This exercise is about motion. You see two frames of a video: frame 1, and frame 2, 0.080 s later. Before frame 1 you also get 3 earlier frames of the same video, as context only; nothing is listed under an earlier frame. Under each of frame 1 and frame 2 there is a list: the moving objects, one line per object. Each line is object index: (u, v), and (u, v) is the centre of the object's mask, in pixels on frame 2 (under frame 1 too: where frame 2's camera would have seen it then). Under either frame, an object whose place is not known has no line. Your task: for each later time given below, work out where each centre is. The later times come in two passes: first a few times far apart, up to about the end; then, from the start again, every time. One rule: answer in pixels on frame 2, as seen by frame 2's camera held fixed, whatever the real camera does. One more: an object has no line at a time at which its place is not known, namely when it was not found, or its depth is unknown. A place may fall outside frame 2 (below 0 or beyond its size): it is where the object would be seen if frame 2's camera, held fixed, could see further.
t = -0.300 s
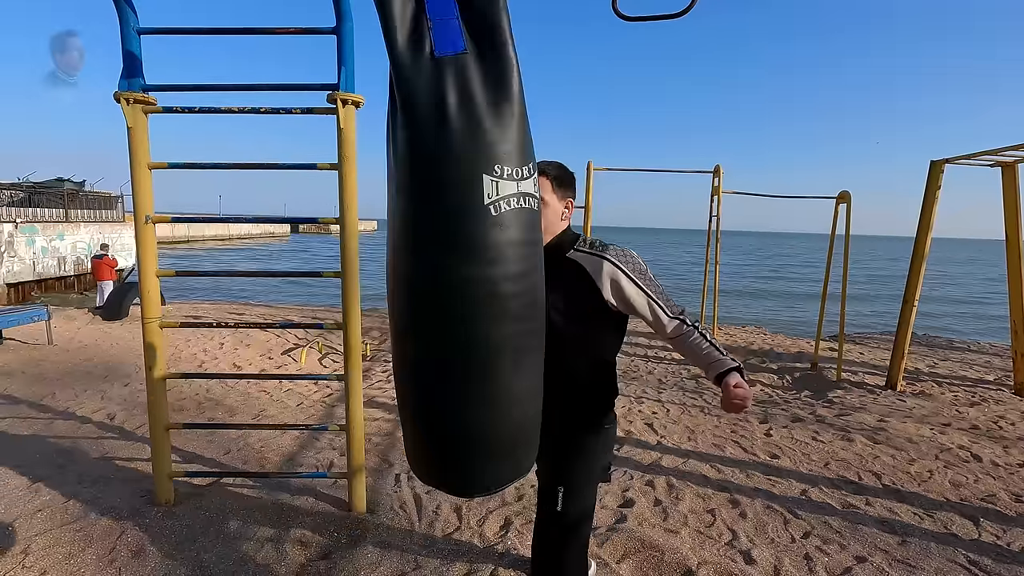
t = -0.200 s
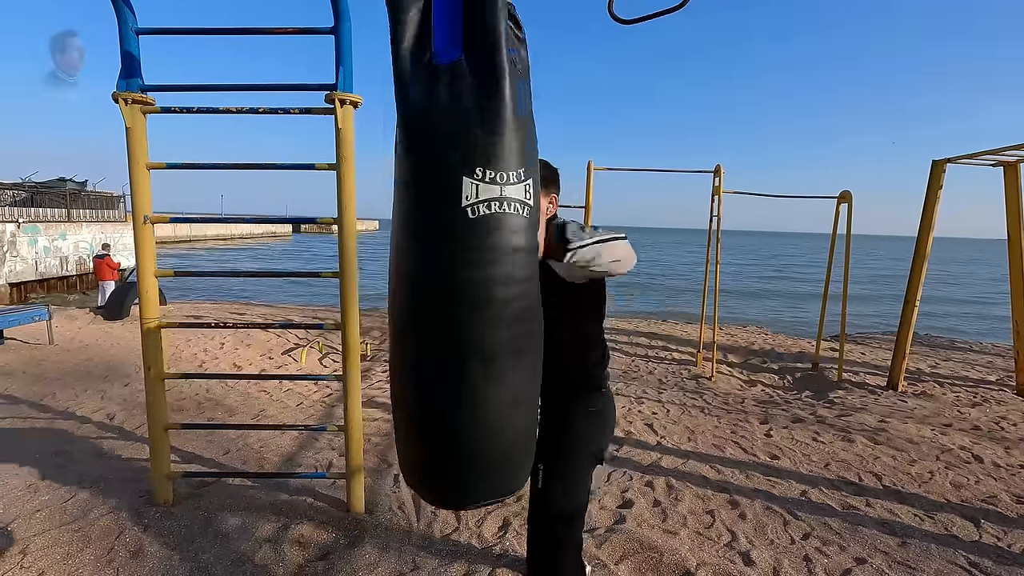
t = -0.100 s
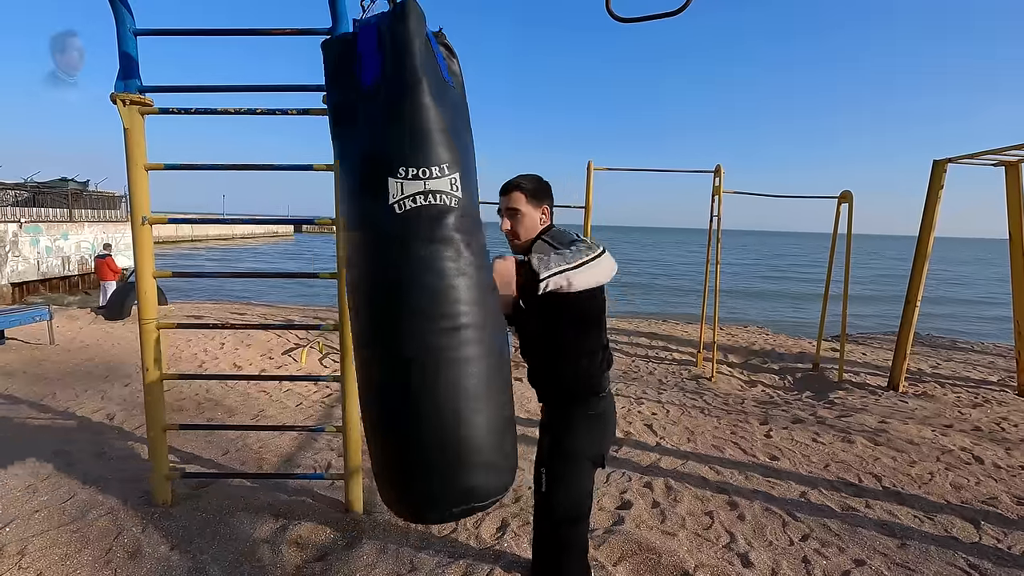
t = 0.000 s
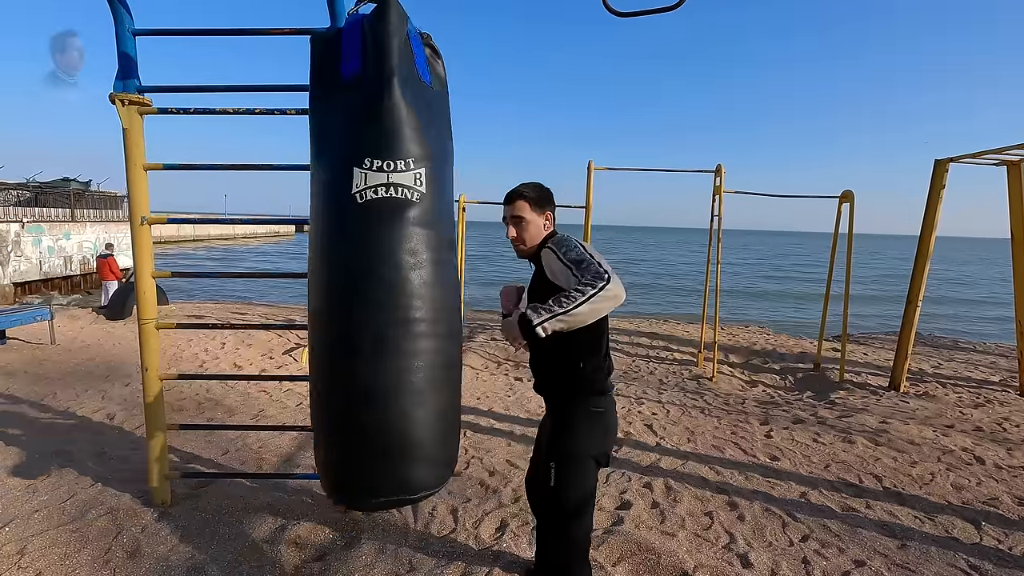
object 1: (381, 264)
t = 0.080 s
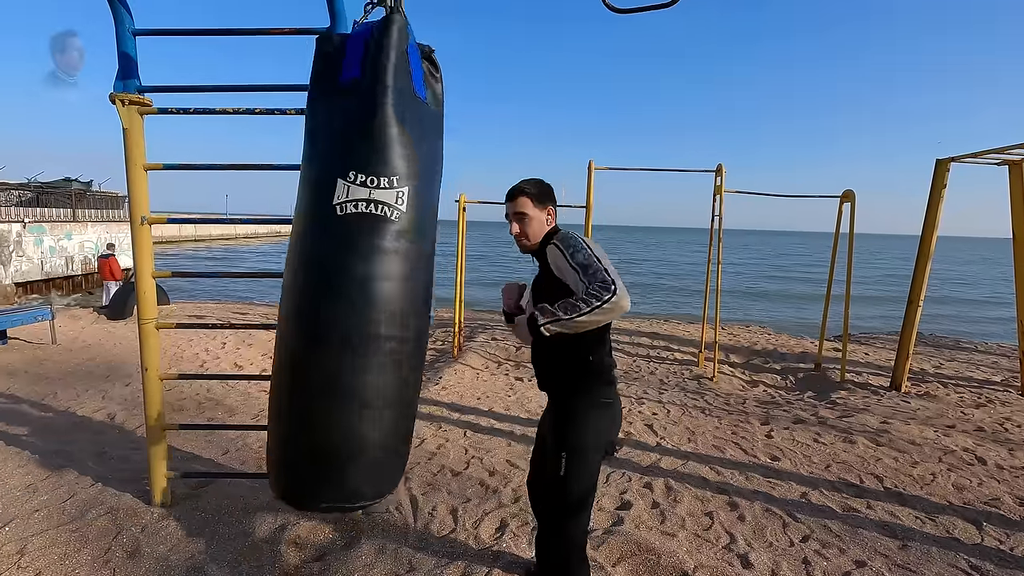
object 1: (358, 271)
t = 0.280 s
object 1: (304, 238)
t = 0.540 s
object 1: (282, 238)
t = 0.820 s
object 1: (302, 222)
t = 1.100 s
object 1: (357, 242)
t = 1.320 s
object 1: (408, 240)
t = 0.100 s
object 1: (352, 270)
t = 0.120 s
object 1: (346, 268)
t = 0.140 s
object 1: (341, 265)
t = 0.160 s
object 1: (336, 260)
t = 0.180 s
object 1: (330, 254)
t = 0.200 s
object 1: (325, 249)
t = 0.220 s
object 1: (319, 246)
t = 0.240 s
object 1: (314, 242)
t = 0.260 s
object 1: (308, 237)
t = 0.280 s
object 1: (304, 238)
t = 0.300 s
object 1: (299, 235)
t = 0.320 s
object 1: (295, 235)
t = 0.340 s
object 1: (292, 236)
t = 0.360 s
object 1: (289, 238)
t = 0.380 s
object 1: (288, 238)
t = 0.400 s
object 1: (286, 241)
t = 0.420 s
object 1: (285, 239)
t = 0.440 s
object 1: (284, 240)
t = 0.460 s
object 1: (283, 241)
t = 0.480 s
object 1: (283, 241)
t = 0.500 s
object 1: (282, 241)
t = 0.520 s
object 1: (282, 239)
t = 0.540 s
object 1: (282, 238)
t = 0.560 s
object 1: (281, 236)
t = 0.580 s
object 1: (281, 235)
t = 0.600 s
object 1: (282, 234)
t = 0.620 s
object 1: (282, 234)
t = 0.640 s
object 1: (283, 233)
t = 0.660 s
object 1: (285, 233)
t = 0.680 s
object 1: (286, 231)
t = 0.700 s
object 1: (288, 230)
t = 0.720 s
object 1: (290, 228)
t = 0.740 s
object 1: (292, 226)
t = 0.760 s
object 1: (294, 225)
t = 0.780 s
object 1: (297, 224)
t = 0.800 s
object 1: (299, 223)
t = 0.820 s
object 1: (302, 222)
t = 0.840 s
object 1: (304, 222)
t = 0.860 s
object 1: (307, 223)
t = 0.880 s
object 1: (310, 224)
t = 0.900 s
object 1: (312, 225)
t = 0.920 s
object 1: (315, 227)
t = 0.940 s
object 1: (319, 230)
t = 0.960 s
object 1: (323, 232)
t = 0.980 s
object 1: (327, 235)
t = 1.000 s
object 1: (332, 236)
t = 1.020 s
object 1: (337, 237)
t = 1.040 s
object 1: (342, 238)
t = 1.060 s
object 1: (347, 239)
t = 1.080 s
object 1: (352, 241)
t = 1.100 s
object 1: (357, 242)
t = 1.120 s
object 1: (363, 242)
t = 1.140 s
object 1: (368, 243)
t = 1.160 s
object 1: (373, 243)
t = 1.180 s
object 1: (377, 243)
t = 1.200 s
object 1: (382, 243)
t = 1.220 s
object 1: (386, 242)
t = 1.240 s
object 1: (391, 244)
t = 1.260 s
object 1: (395, 241)
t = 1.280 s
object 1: (399, 241)
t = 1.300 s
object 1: (404, 240)
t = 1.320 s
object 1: (408, 240)
